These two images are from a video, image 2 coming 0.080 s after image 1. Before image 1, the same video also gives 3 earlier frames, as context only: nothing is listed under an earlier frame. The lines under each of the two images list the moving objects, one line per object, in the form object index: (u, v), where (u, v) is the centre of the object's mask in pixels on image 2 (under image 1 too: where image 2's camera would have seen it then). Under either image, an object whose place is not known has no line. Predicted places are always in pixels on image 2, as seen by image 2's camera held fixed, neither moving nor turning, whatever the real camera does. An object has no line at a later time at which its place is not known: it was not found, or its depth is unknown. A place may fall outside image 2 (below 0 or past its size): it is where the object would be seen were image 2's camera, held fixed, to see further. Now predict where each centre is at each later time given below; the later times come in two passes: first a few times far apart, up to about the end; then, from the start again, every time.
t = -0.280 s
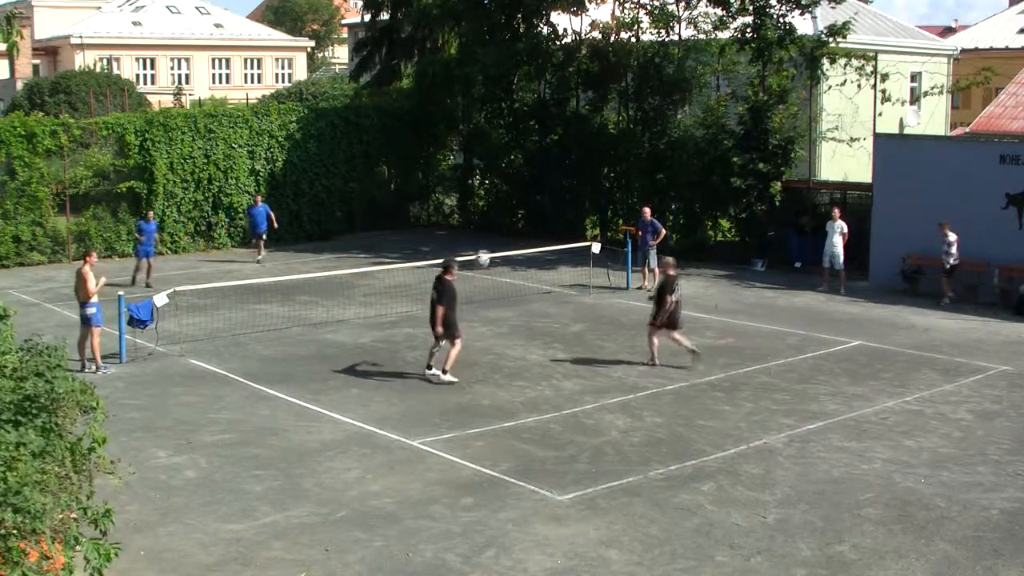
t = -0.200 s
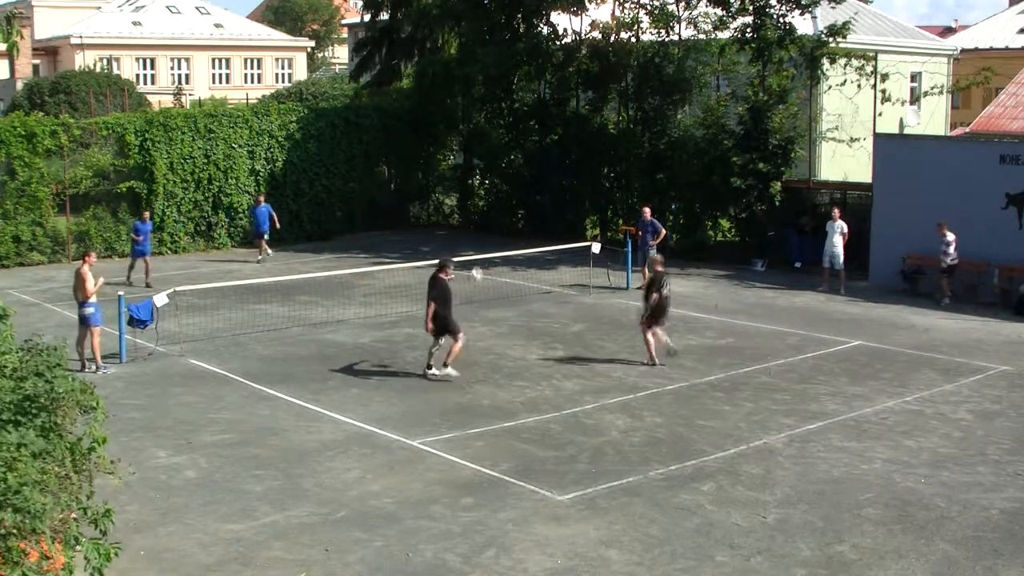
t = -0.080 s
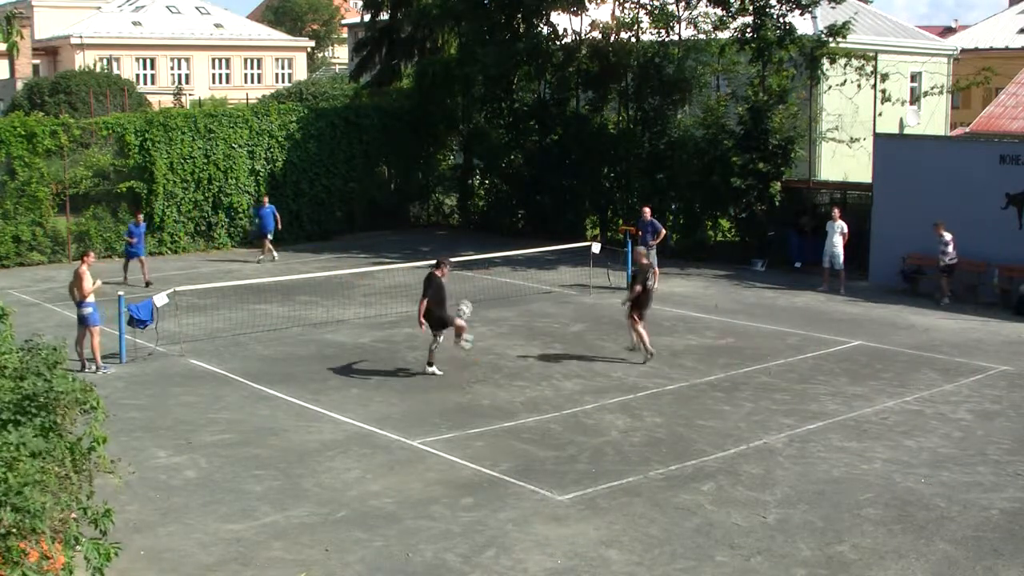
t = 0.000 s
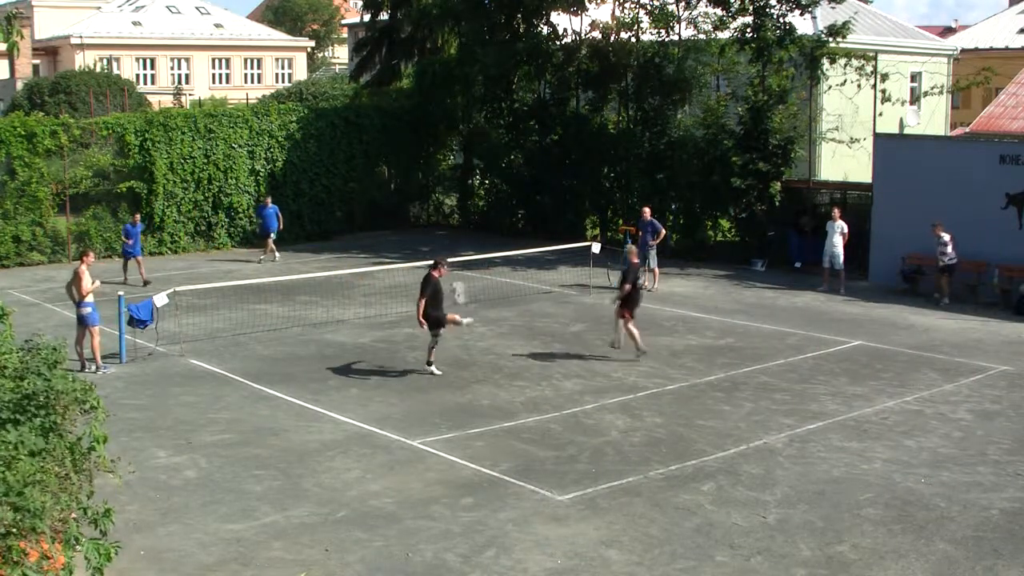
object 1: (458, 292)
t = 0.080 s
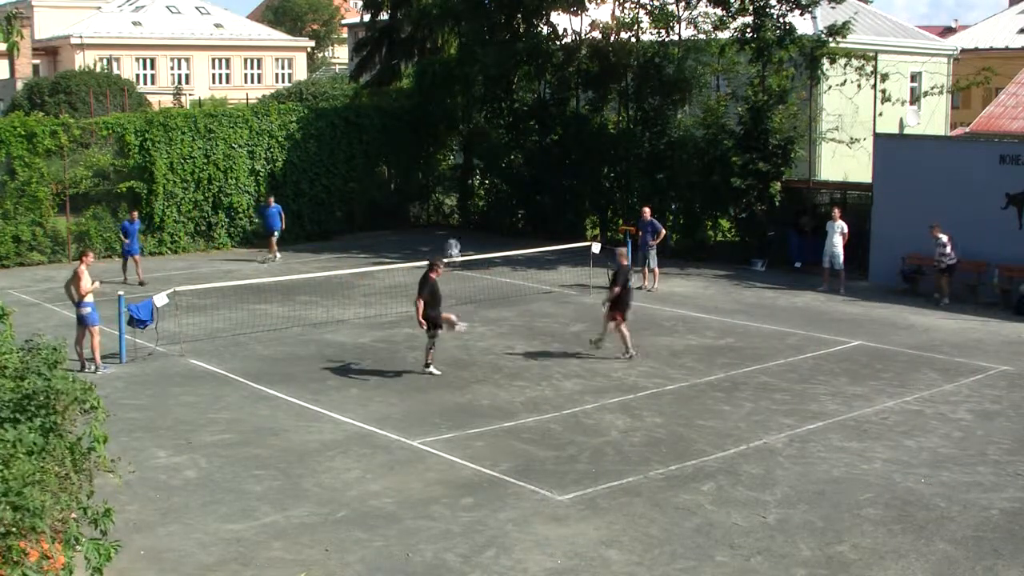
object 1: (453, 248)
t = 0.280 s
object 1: (441, 166)
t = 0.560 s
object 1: (425, 95)
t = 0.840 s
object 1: (412, 77)
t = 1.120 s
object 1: (398, 109)
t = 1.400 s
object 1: (387, 186)
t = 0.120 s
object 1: (451, 232)
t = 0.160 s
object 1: (449, 212)
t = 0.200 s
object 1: (447, 196)
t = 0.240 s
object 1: (443, 181)
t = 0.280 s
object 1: (441, 166)
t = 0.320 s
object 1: (439, 152)
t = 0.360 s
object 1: (437, 141)
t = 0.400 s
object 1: (434, 130)
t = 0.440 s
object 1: (431, 119)
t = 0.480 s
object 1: (430, 110)
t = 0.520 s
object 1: (427, 103)
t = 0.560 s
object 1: (425, 95)
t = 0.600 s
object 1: (423, 90)
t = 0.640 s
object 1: (421, 86)
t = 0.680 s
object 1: (419, 82)
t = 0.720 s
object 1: (417, 79)
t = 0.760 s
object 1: (415, 78)
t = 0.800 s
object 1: (414, 78)
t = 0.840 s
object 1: (412, 77)
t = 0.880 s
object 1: (410, 79)
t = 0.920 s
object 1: (408, 82)
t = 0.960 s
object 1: (405, 85)
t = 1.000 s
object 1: (404, 91)
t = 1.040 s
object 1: (401, 96)
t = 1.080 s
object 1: (399, 102)
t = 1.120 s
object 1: (398, 109)
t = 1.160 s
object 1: (396, 118)
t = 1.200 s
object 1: (394, 127)
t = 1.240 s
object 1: (392, 137)
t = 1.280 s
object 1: (391, 148)
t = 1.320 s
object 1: (390, 160)
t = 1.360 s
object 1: (388, 172)
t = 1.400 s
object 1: (387, 186)
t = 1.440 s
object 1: (385, 201)
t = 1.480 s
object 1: (384, 217)
